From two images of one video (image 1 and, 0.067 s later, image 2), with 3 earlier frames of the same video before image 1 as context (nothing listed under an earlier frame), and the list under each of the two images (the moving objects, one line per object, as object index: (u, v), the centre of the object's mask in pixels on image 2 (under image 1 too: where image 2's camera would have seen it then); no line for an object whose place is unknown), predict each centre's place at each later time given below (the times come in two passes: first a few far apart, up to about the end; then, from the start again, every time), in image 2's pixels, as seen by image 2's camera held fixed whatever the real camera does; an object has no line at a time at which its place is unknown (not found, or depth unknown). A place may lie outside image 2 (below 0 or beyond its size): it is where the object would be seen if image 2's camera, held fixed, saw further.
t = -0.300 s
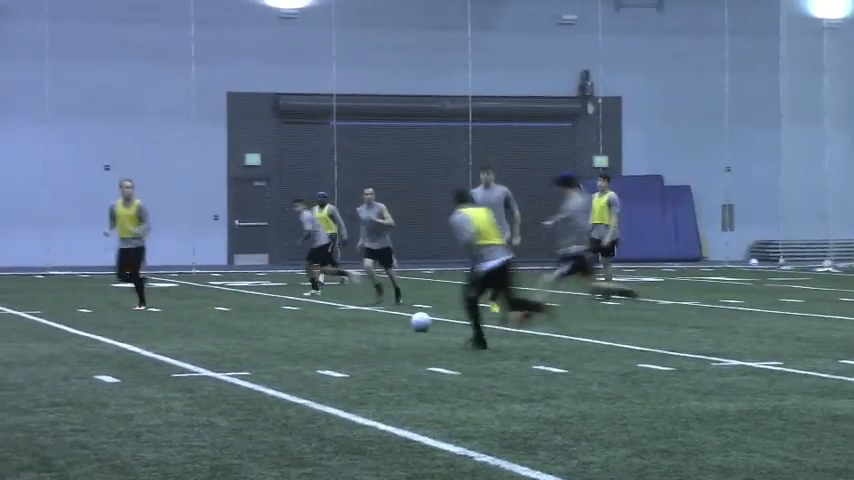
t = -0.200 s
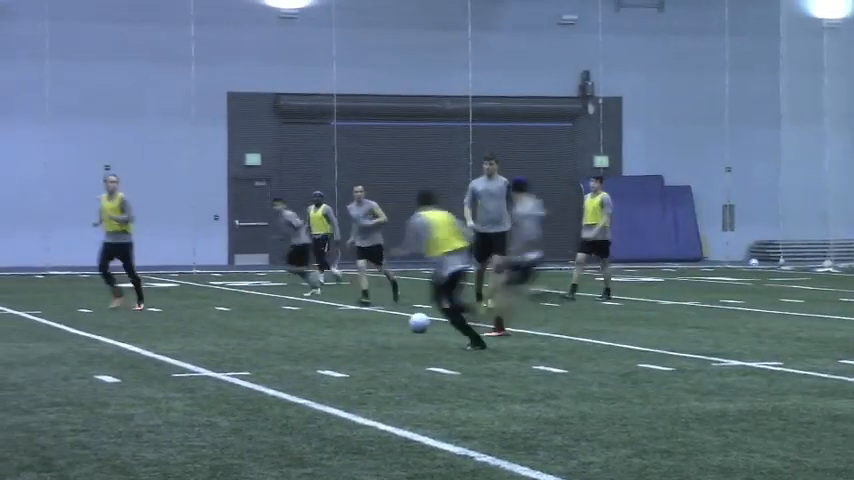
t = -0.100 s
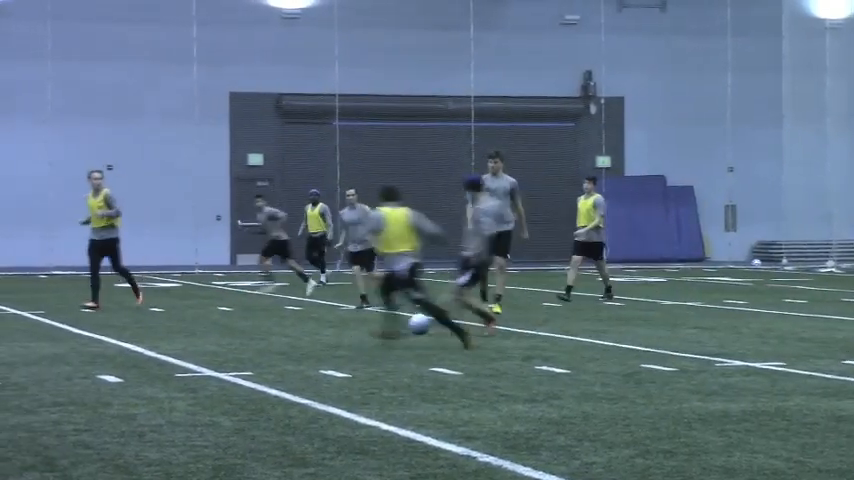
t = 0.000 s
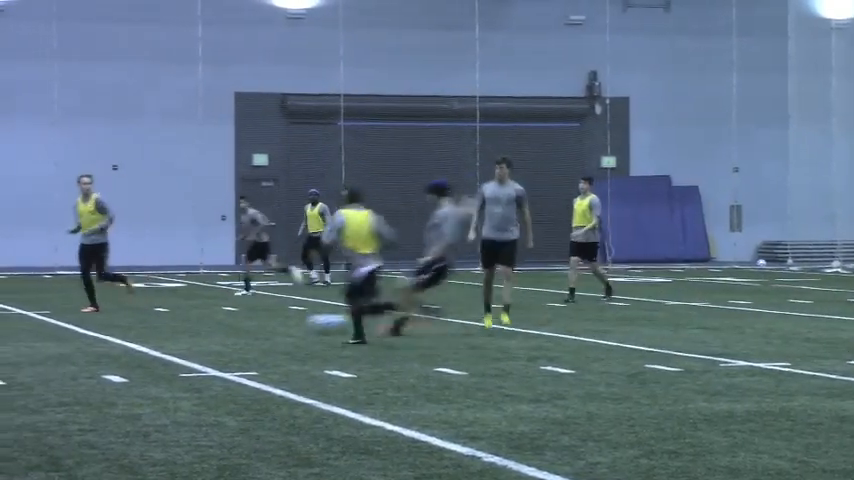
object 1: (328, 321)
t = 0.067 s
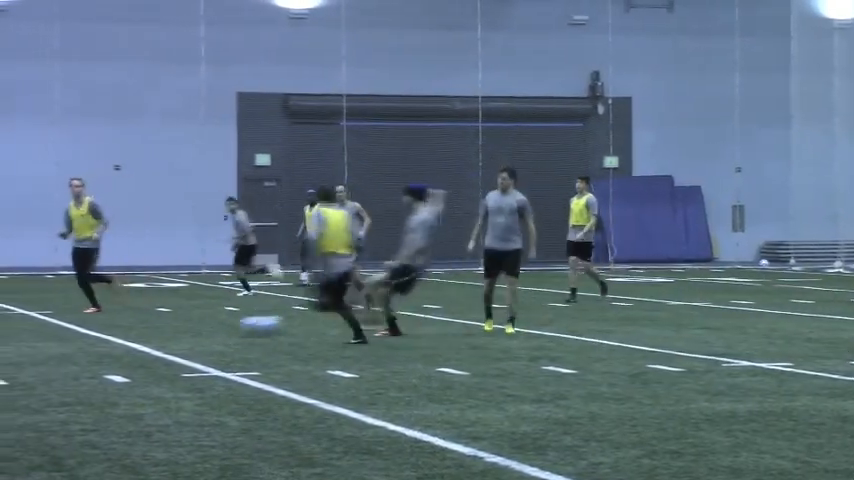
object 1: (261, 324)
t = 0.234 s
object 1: (100, 323)
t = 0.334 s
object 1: (12, 327)
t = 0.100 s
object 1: (227, 323)
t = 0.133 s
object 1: (195, 323)
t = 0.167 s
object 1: (164, 324)
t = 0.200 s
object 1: (130, 324)
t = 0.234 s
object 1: (100, 323)
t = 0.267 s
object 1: (73, 322)
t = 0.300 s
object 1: (39, 326)
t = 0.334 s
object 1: (12, 327)
